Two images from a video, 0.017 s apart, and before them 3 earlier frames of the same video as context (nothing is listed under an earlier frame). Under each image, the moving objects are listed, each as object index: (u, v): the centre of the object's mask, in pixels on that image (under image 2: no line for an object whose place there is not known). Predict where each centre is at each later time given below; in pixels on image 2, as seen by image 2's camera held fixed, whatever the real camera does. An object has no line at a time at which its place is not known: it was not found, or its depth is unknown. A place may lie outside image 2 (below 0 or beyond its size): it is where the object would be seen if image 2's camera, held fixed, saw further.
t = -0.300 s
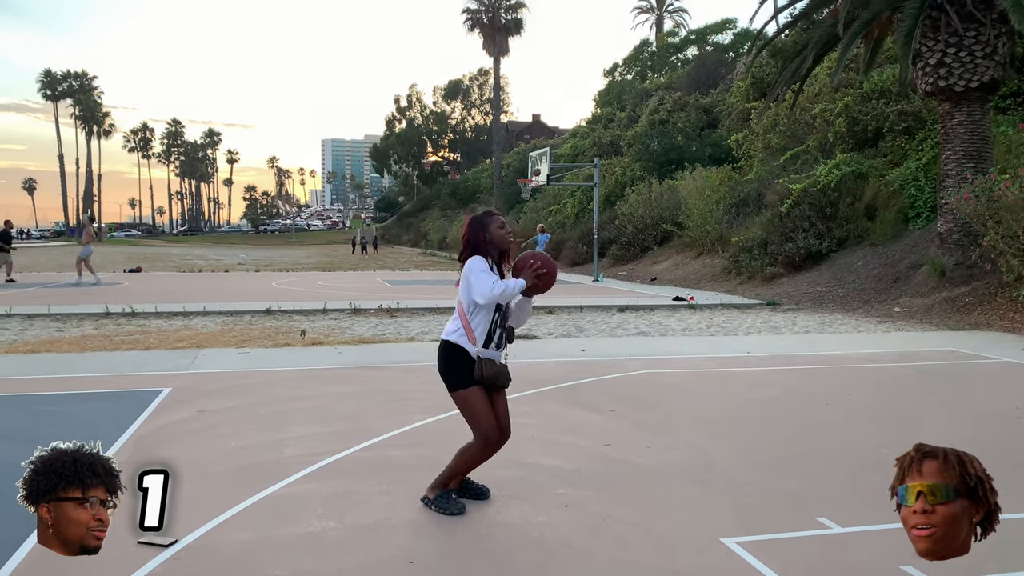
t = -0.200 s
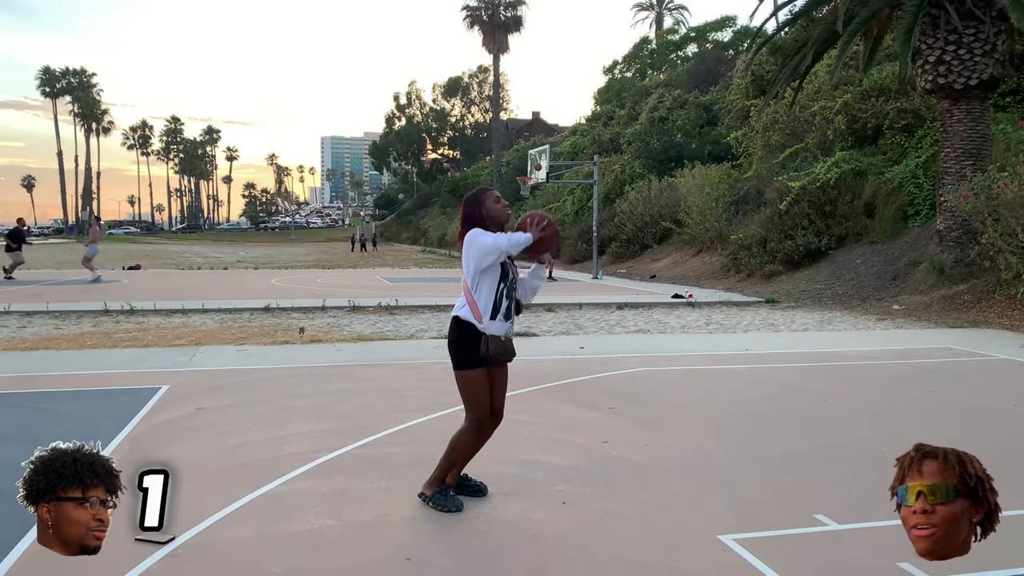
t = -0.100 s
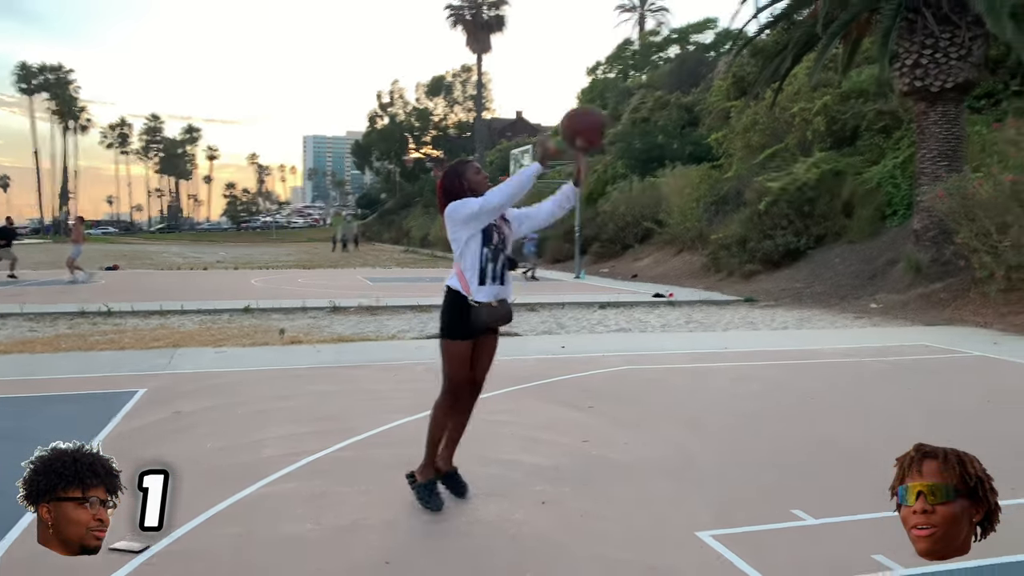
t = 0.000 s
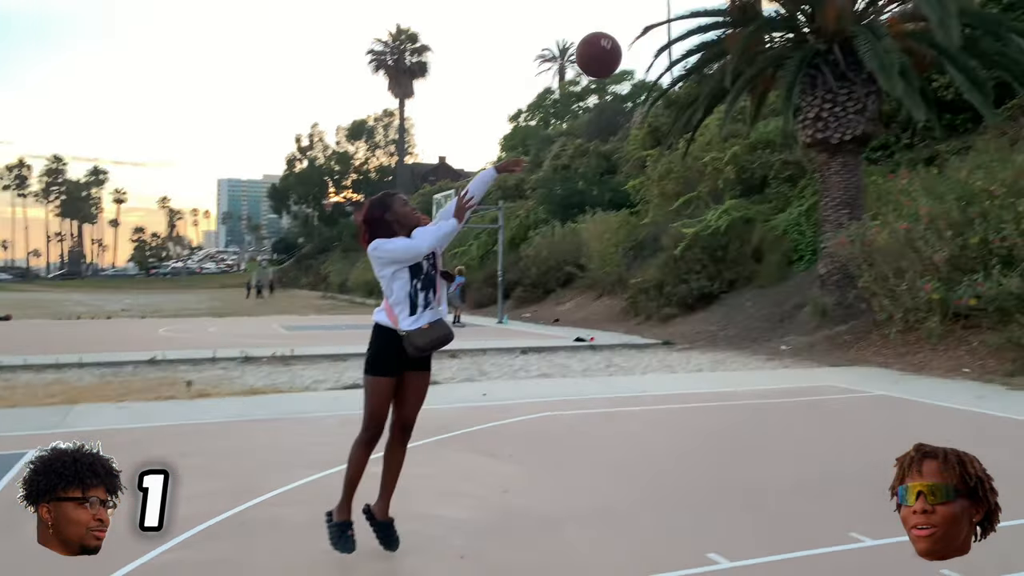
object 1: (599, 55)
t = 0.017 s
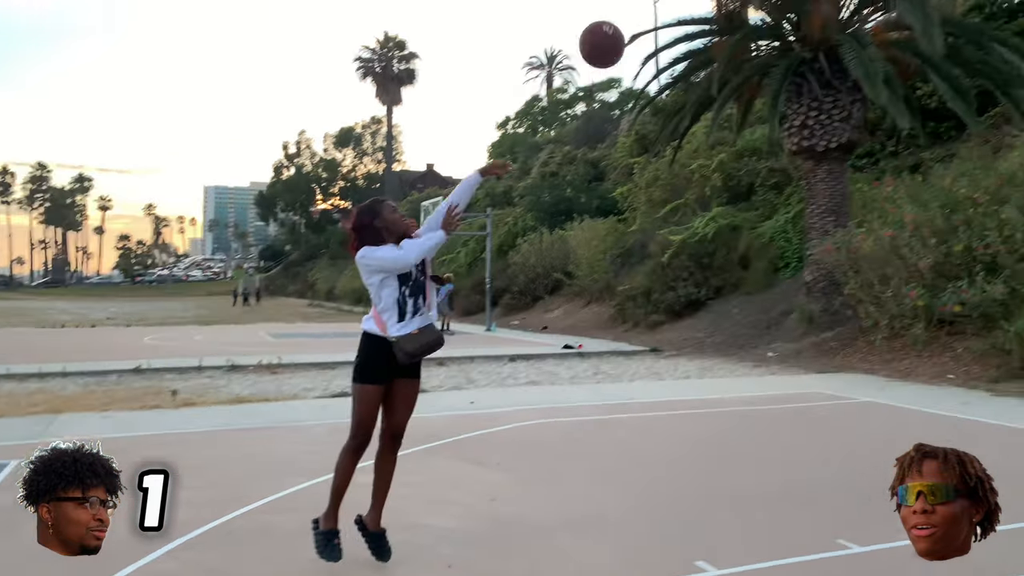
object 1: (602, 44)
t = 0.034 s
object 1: (617, 28)
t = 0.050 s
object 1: (632, 11)
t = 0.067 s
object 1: (648, -4)
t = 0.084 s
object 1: (663, -16)
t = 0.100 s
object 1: (679, -28)
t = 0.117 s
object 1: (696, -39)
